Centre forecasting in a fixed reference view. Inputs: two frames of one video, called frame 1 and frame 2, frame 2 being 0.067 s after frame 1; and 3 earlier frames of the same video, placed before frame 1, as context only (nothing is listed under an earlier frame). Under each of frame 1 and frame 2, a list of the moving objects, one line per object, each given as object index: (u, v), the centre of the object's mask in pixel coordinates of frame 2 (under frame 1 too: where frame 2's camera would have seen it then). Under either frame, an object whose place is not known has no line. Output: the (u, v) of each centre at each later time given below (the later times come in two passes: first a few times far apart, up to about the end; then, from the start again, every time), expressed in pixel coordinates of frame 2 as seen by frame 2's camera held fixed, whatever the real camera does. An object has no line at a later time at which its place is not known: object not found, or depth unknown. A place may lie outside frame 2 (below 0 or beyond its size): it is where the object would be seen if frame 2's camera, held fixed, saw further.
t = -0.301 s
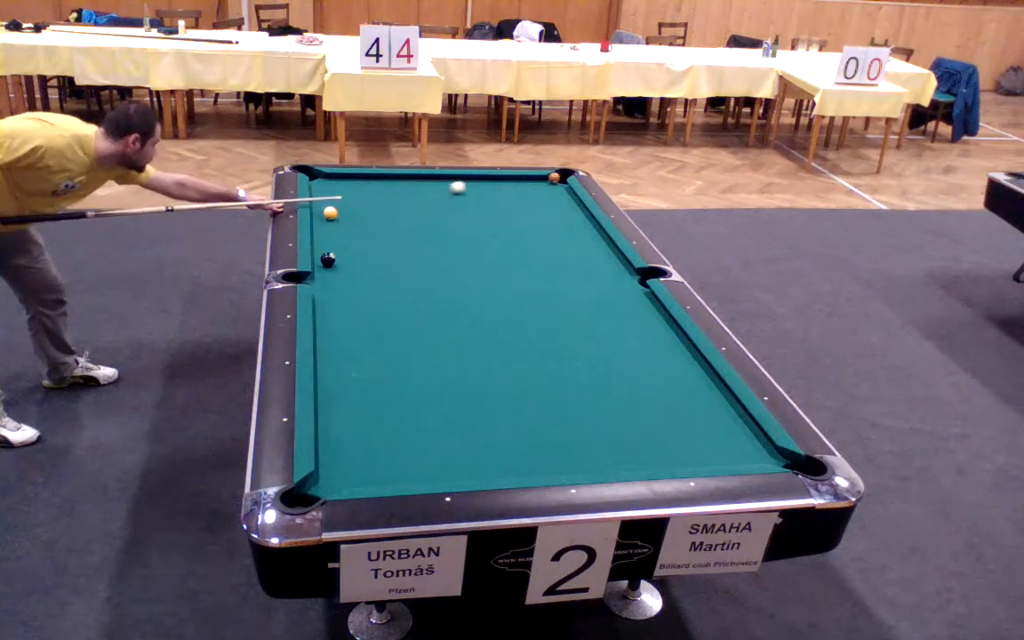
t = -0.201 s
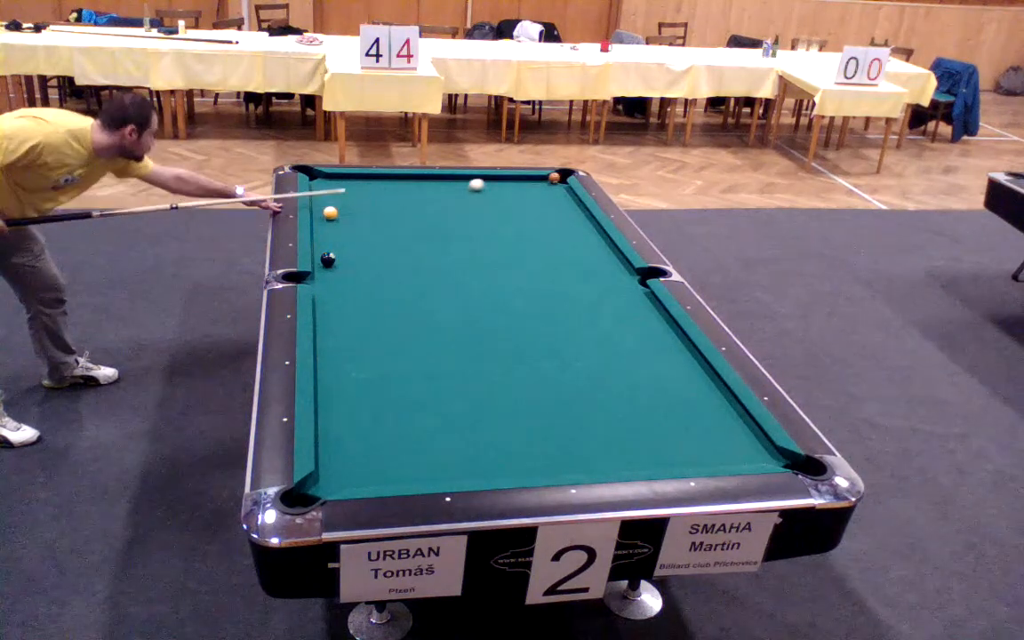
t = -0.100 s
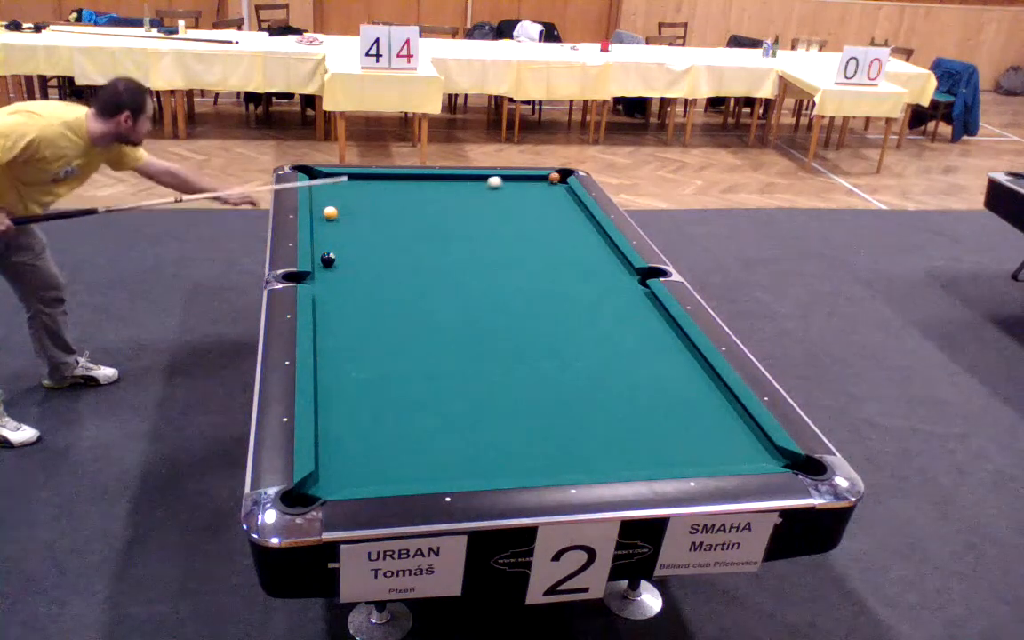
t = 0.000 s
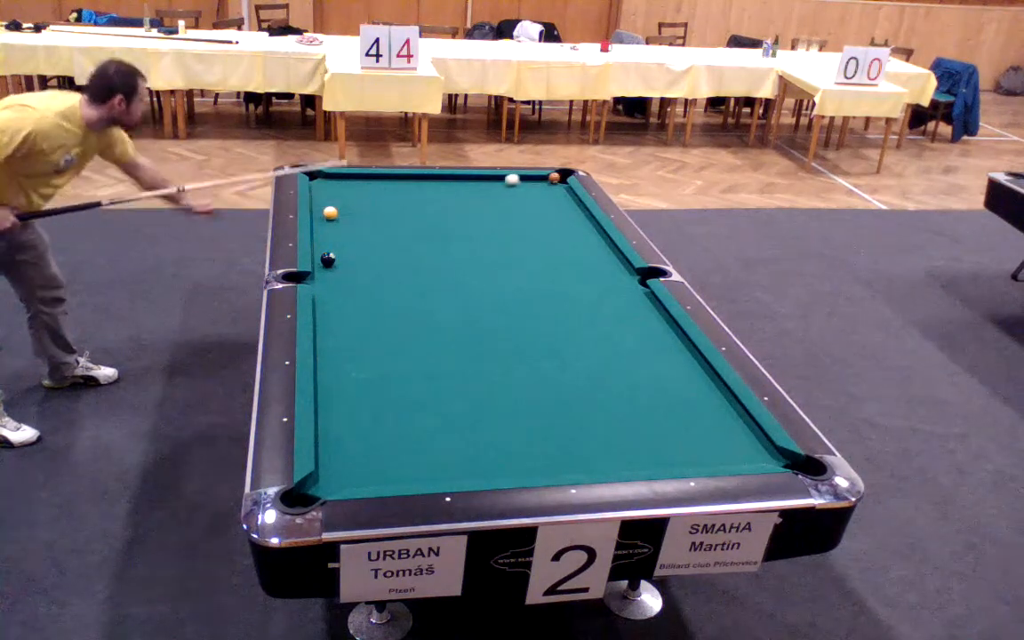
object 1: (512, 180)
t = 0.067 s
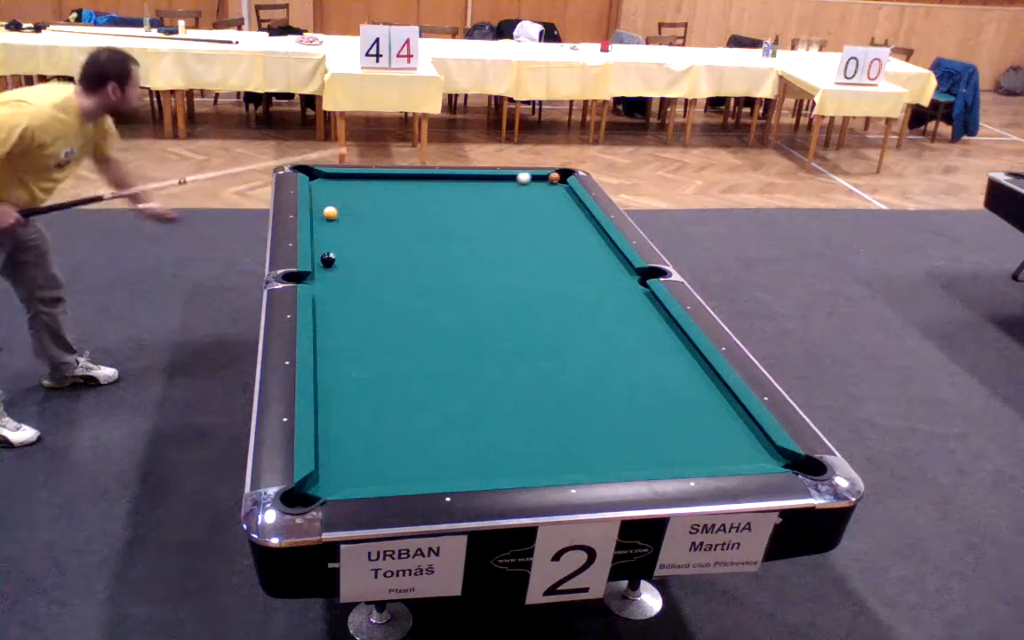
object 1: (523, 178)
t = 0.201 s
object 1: (544, 179)
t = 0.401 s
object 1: (560, 184)
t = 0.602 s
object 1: (560, 189)
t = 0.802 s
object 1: (557, 194)
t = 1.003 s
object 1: (553, 198)
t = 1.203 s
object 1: (550, 203)
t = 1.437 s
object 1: (546, 208)
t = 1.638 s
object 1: (543, 212)
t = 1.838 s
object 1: (540, 216)
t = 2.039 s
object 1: (538, 220)
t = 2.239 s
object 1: (535, 223)
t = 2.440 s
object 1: (532, 227)
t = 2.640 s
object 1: (530, 230)
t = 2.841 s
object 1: (528, 233)
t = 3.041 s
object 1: (526, 236)
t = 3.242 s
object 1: (525, 239)
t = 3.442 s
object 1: (524, 242)
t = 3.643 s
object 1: (523, 245)
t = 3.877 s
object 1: (522, 248)
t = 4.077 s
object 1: (521, 250)
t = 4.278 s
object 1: (521, 251)
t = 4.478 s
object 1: (521, 253)
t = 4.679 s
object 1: (522, 254)
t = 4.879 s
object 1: (522, 255)
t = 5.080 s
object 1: (522, 256)
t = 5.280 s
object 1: (521, 256)
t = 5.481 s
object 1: (522, 256)
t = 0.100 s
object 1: (529, 178)
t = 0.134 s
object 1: (534, 178)
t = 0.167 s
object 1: (539, 179)
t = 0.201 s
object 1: (544, 179)
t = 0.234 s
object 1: (547, 180)
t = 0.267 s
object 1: (550, 181)
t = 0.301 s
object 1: (552, 182)
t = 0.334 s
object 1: (554, 183)
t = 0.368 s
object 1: (558, 183)
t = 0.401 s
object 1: (560, 184)
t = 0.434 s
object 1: (563, 185)
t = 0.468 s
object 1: (563, 186)
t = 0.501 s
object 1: (562, 187)
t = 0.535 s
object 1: (562, 188)
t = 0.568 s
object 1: (561, 189)
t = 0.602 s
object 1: (560, 189)
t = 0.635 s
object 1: (560, 190)
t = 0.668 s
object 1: (559, 191)
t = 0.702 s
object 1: (558, 192)
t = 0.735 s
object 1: (558, 193)
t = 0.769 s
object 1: (557, 193)
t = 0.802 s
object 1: (557, 194)
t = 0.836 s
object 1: (556, 195)
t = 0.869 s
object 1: (555, 195)
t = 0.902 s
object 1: (555, 196)
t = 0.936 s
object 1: (554, 197)
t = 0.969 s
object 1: (554, 198)
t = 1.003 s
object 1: (553, 198)
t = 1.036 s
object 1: (553, 199)
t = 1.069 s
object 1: (552, 200)
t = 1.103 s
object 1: (551, 201)
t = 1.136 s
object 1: (551, 201)
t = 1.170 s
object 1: (550, 202)
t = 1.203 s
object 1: (550, 203)
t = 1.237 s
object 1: (549, 203)
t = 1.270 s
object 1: (549, 204)
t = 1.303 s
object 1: (548, 205)
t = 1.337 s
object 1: (548, 205)
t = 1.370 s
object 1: (547, 207)
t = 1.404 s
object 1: (547, 207)
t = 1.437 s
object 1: (546, 208)
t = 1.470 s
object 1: (546, 209)
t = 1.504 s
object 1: (545, 209)
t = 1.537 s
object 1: (545, 210)
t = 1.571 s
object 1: (544, 211)
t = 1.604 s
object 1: (544, 211)
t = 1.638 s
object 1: (543, 212)
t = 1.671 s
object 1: (543, 212)
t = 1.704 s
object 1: (542, 213)
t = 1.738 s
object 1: (542, 214)
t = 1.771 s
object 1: (541, 214)
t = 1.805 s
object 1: (541, 215)
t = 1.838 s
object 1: (540, 216)
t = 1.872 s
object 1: (540, 216)
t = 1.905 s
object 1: (539, 217)
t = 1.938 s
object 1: (539, 218)
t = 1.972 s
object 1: (538, 218)
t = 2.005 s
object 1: (538, 219)
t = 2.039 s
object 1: (538, 220)
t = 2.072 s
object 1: (537, 220)
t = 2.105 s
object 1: (537, 221)
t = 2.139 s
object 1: (536, 222)
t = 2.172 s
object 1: (536, 222)
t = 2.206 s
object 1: (535, 222)
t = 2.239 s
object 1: (535, 223)
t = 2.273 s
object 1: (534, 224)
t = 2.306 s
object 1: (534, 224)
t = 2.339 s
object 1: (534, 225)
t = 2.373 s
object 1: (533, 225)
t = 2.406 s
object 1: (533, 226)
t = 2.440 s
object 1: (532, 227)
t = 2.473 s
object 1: (532, 227)
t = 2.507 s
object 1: (532, 228)
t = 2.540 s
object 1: (531, 228)
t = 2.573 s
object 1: (531, 229)
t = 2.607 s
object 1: (530, 229)
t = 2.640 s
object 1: (530, 230)
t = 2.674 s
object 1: (530, 231)
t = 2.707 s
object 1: (529, 231)
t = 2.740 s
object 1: (529, 232)
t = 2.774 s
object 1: (529, 232)
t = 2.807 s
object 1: (528, 233)
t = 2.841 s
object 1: (528, 233)
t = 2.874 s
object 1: (528, 234)
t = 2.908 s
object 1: (527, 234)
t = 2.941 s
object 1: (527, 235)
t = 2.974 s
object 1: (527, 235)
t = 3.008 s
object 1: (526, 236)
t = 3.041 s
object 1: (526, 236)
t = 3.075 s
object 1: (526, 237)
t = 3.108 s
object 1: (526, 237)
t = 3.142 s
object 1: (526, 238)
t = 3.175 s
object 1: (525, 238)
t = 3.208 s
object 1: (525, 239)
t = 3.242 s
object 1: (525, 239)
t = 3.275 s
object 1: (525, 240)
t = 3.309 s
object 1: (524, 240)
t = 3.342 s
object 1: (524, 241)
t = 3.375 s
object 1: (524, 241)
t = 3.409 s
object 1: (524, 242)
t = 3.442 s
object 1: (524, 242)
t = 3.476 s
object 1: (524, 243)
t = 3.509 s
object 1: (523, 243)
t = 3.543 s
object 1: (523, 244)
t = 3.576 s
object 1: (523, 244)
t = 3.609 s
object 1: (523, 244)
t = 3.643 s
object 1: (523, 245)
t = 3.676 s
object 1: (522, 245)
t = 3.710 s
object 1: (522, 246)
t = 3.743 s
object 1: (522, 246)
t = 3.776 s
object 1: (522, 246)
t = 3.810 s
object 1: (522, 247)
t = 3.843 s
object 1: (522, 247)
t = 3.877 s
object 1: (522, 248)
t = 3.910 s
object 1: (522, 248)
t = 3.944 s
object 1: (522, 248)
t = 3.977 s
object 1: (522, 249)
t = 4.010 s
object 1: (522, 249)
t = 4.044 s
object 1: (522, 249)
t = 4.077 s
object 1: (521, 250)
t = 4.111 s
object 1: (521, 250)
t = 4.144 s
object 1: (521, 251)
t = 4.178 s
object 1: (521, 251)
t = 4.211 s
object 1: (521, 251)
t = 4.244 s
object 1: (521, 251)
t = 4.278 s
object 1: (521, 251)
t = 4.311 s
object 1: (521, 252)
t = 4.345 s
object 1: (521, 252)
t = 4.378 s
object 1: (521, 252)
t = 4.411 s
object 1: (521, 252)
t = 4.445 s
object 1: (521, 253)
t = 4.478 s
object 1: (521, 253)
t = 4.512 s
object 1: (521, 253)
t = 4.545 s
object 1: (521, 253)
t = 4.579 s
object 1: (522, 254)
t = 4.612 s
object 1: (522, 254)
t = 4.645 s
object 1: (522, 254)
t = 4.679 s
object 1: (522, 254)
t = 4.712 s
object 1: (522, 254)
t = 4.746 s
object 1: (522, 254)
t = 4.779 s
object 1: (522, 255)
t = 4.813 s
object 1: (522, 255)
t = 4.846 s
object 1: (522, 255)
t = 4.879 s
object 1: (522, 255)
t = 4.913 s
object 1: (522, 255)
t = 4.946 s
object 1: (522, 255)
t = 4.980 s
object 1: (522, 255)
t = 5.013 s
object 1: (522, 255)
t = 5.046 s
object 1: (522, 256)
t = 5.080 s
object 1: (522, 256)
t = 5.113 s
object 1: (522, 256)
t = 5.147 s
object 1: (522, 256)
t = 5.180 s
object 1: (522, 256)
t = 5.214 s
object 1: (522, 256)
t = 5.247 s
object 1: (522, 256)
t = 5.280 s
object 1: (521, 256)
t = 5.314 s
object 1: (521, 256)
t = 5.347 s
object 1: (521, 256)
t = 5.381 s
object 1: (521, 256)
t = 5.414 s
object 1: (521, 256)
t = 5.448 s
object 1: (521, 256)
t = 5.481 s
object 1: (522, 256)
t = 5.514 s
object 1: (522, 256)
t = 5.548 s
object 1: (522, 256)
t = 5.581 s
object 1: (521, 256)
